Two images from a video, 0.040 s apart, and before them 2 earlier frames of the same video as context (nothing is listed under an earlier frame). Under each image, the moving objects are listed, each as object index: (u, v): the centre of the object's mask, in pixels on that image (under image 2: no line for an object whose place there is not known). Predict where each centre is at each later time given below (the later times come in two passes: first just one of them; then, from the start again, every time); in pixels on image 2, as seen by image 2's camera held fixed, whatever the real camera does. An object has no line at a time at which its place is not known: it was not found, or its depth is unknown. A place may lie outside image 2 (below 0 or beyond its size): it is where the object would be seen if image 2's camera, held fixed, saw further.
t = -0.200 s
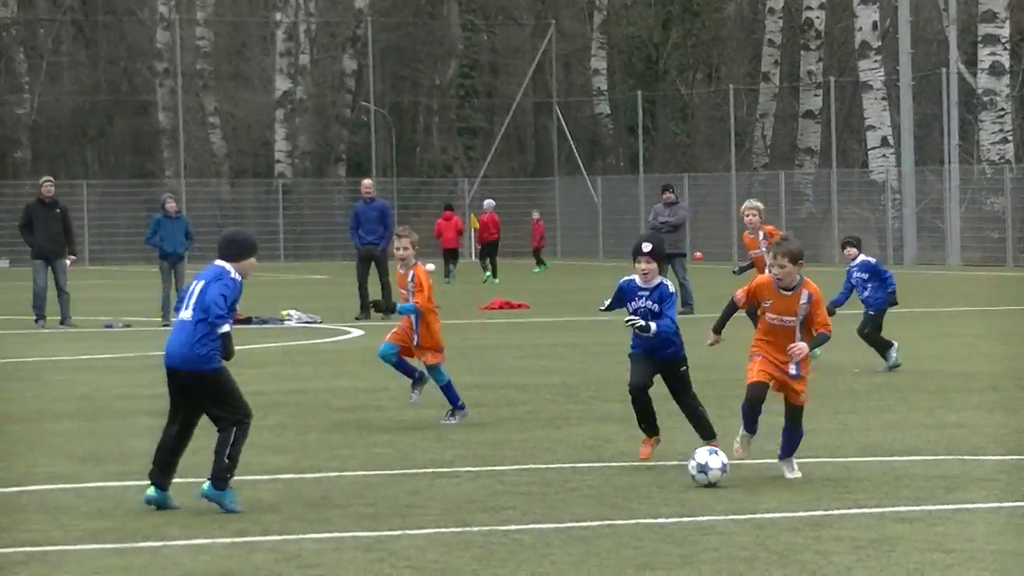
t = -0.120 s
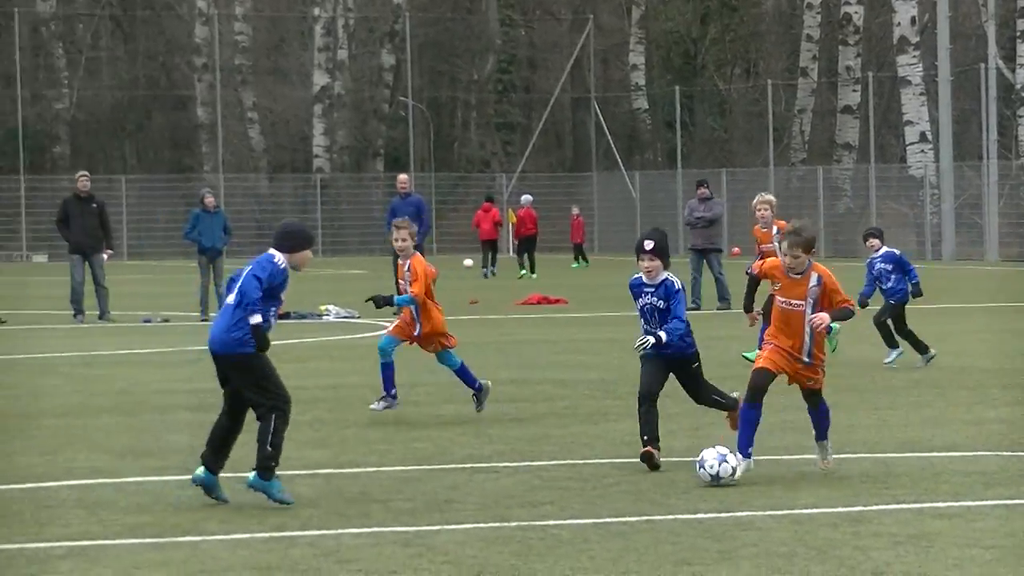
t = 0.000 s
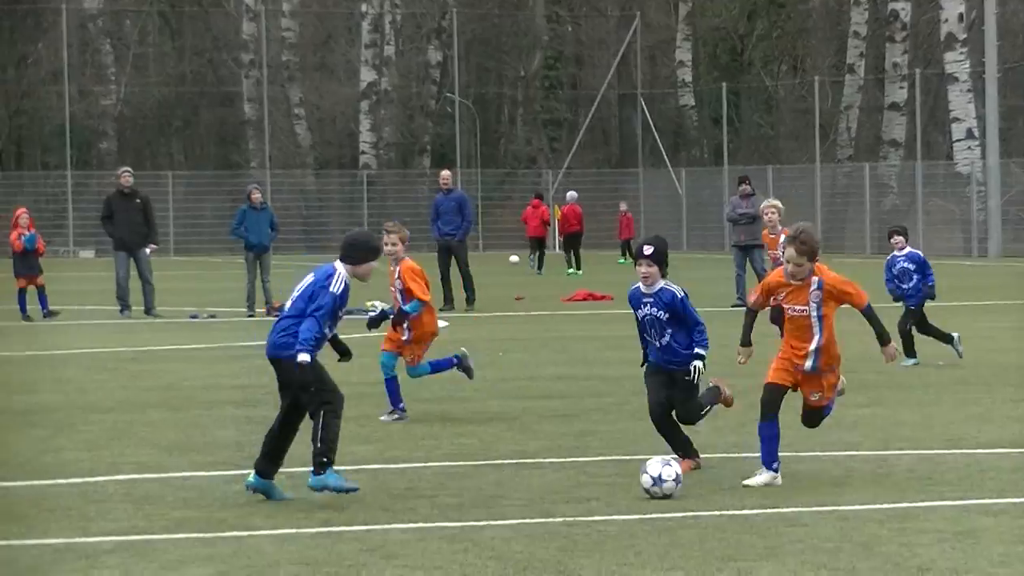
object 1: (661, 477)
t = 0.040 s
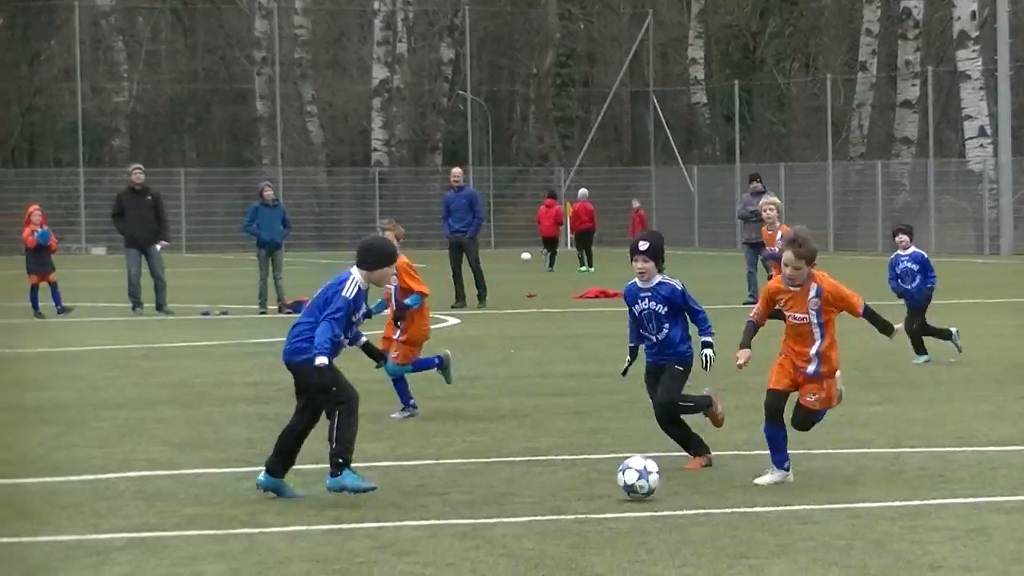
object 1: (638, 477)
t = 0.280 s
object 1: (437, 508)
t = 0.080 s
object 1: (604, 482)
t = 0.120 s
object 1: (570, 489)
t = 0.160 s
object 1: (537, 493)
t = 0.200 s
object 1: (503, 497)
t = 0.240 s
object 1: (470, 505)
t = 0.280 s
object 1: (437, 508)
